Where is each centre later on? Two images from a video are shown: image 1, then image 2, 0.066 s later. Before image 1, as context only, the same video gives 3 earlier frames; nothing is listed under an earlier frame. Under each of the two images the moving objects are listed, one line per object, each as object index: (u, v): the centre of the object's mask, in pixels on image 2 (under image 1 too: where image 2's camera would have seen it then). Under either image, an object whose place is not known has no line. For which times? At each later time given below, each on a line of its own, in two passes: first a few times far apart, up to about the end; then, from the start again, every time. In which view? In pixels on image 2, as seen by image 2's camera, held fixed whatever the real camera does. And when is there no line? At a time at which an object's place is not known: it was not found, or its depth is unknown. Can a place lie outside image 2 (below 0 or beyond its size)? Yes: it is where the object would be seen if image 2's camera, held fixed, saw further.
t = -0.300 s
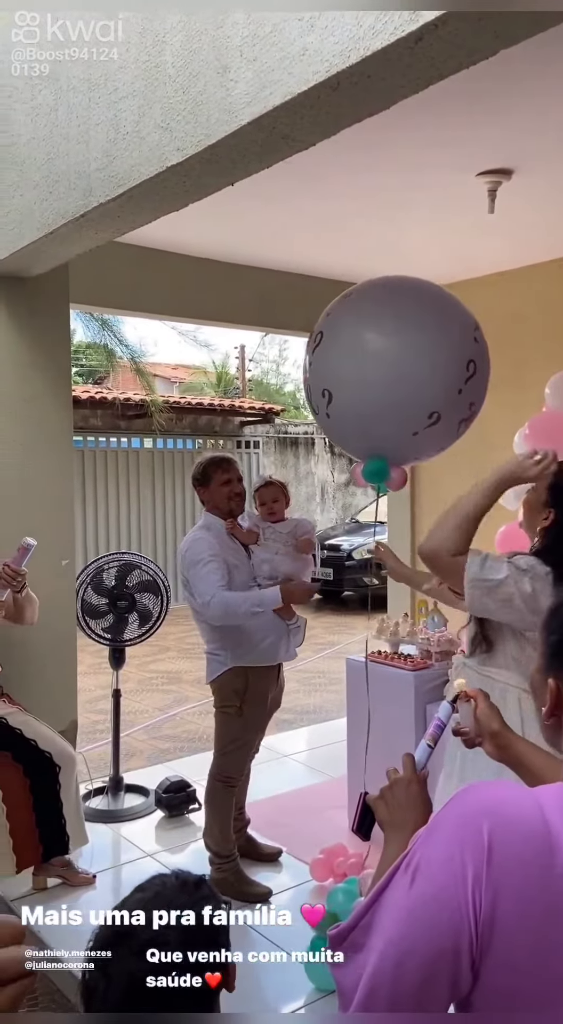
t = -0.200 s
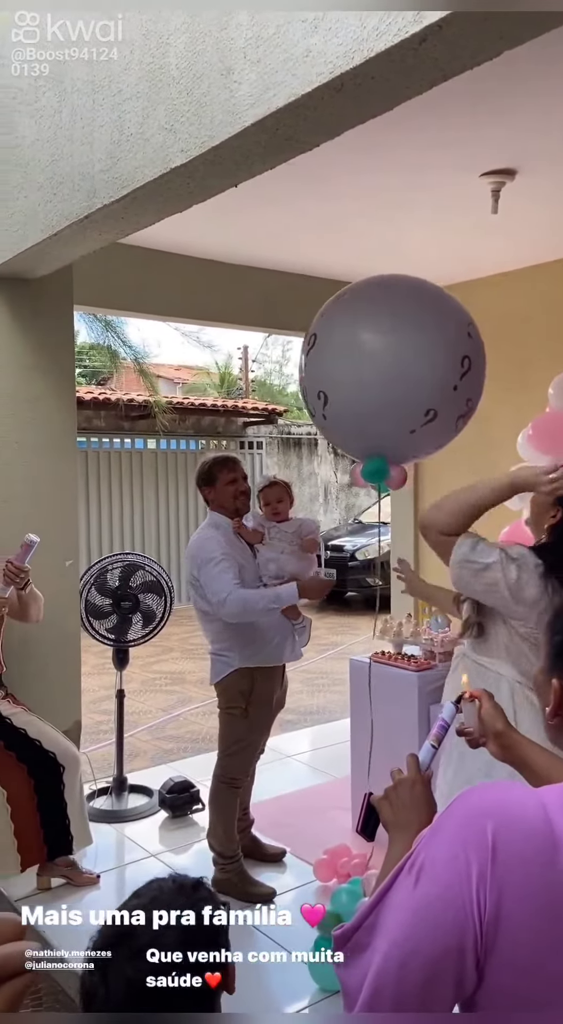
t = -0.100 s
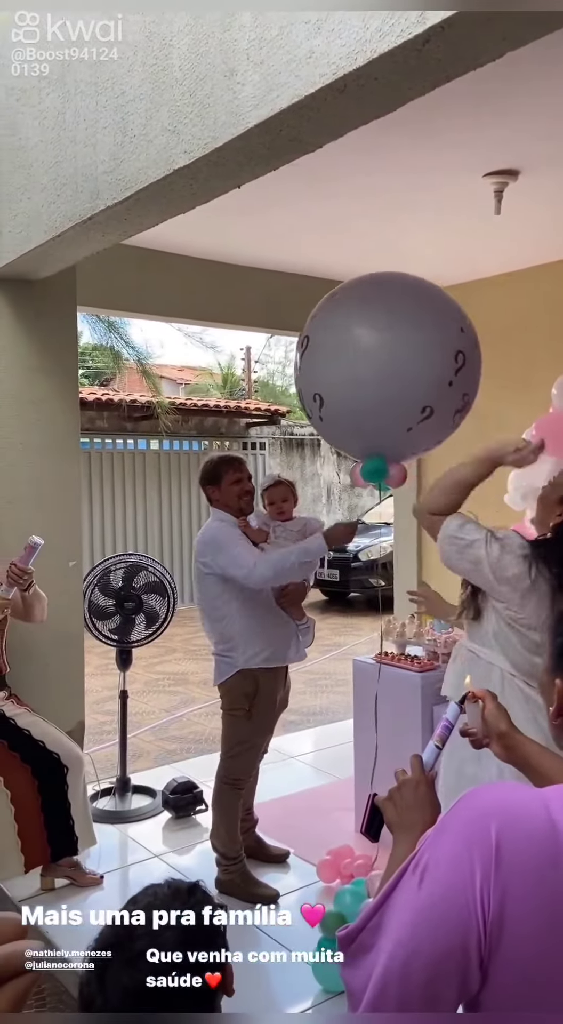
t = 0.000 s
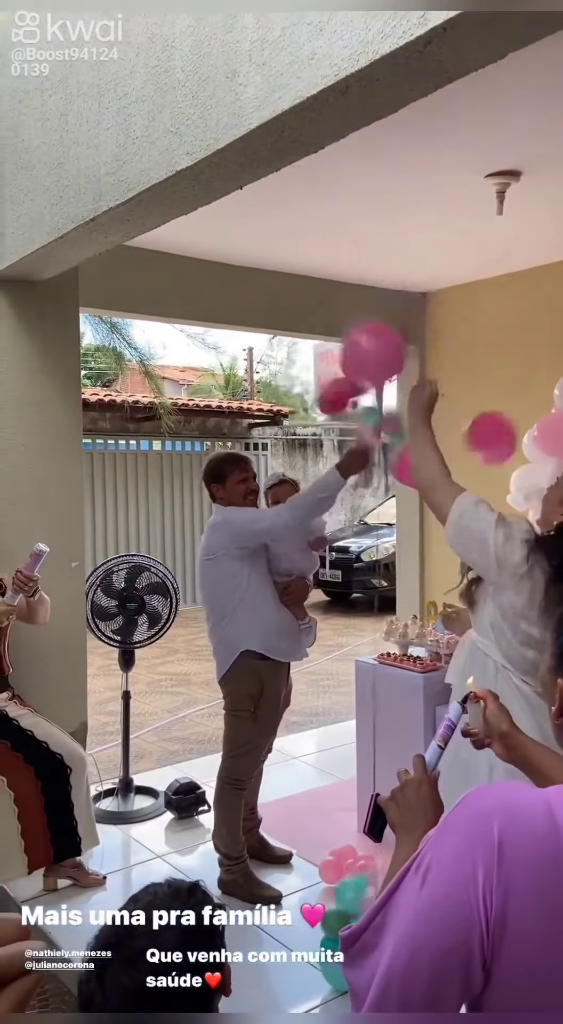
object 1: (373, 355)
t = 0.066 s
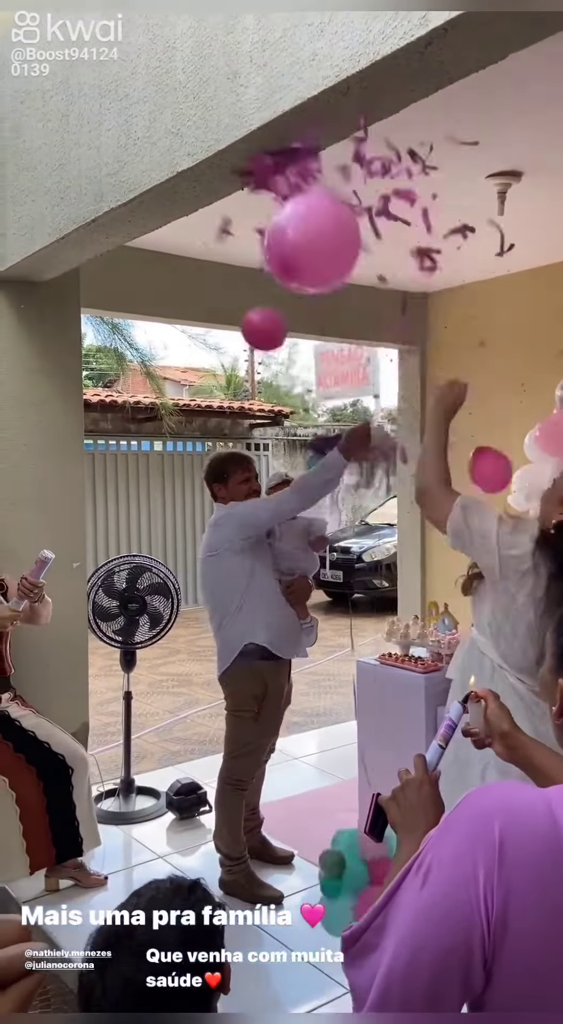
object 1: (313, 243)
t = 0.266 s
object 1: (297, 89)
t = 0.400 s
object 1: (293, 35)
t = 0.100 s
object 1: (296, 215)
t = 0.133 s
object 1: (286, 181)
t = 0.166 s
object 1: (287, 160)
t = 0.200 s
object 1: (287, 131)
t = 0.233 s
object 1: (294, 115)
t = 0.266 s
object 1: (297, 89)
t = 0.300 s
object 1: (304, 74)
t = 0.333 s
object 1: (303, 63)
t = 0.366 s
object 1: (297, 53)
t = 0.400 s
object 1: (293, 35)
